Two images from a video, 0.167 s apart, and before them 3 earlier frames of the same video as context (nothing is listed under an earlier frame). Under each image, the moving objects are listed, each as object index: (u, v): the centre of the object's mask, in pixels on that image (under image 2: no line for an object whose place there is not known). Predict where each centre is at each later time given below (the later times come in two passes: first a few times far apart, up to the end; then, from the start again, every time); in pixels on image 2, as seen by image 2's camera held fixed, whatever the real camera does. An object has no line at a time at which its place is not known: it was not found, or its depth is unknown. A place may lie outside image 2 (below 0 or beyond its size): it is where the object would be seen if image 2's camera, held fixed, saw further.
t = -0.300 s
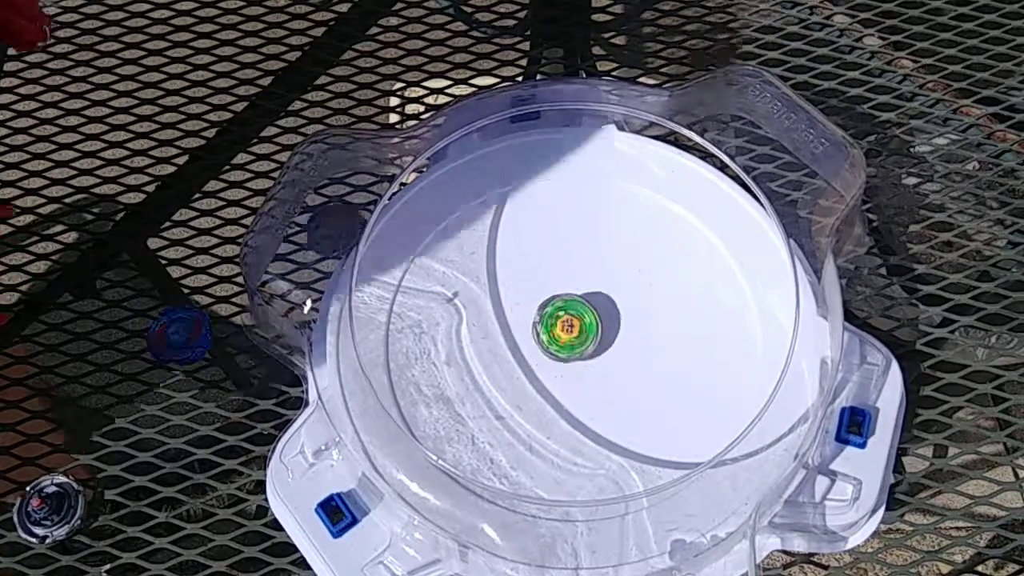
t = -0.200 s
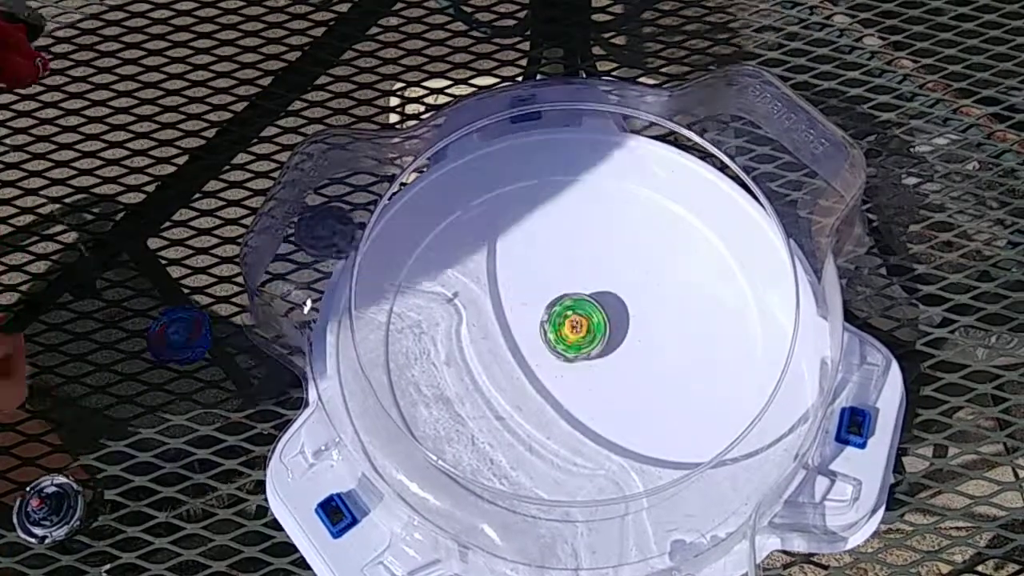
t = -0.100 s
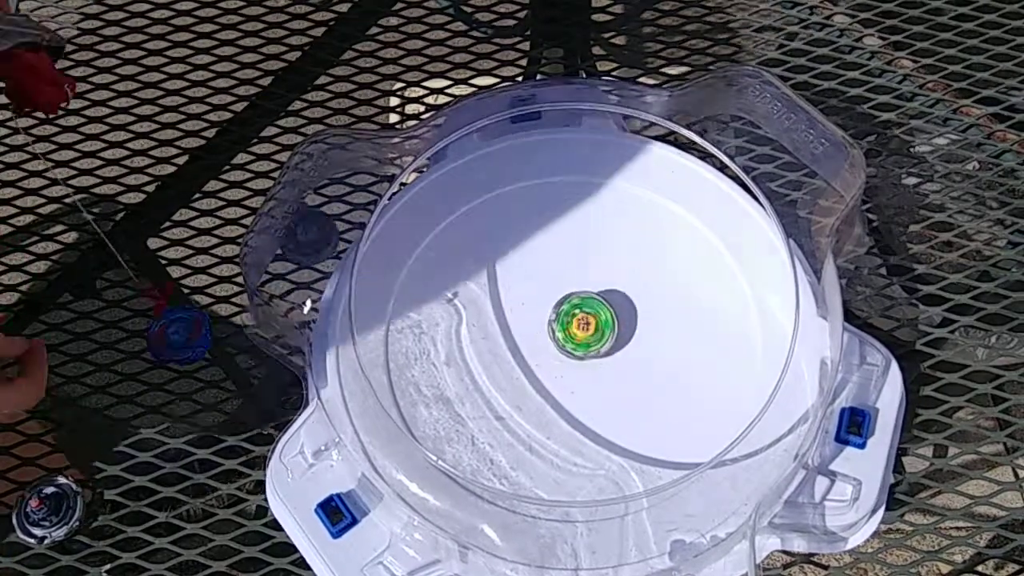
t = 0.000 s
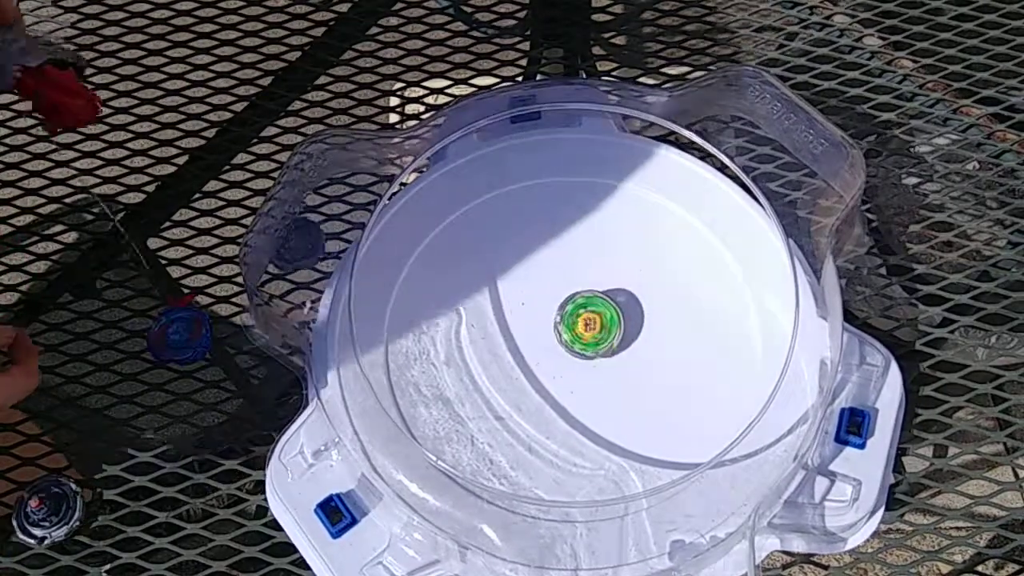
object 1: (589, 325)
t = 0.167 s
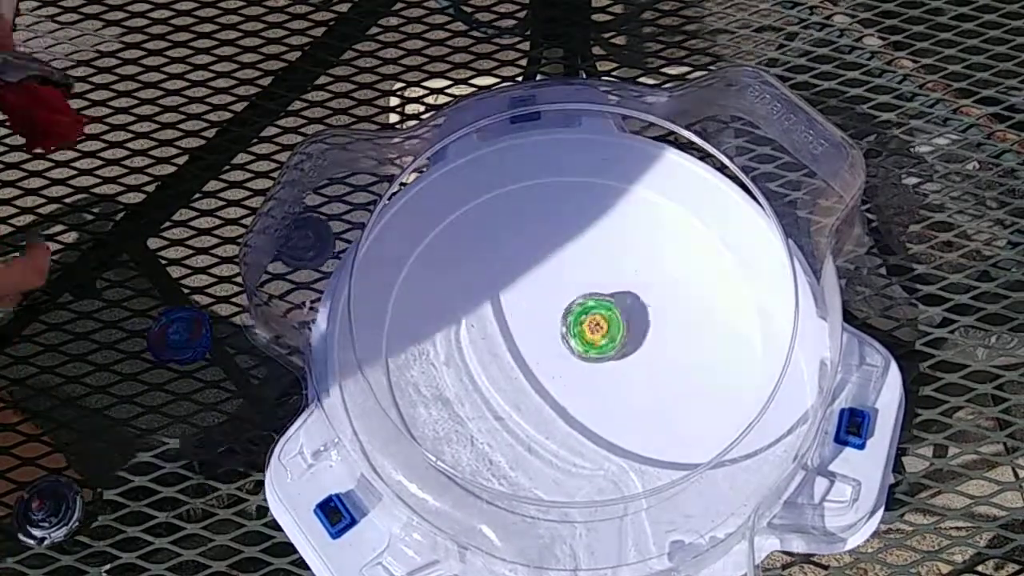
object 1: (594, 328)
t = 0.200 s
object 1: (596, 329)
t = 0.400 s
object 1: (599, 340)
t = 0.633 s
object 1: (591, 355)
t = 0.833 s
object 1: (589, 361)
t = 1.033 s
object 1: (586, 366)
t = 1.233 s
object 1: (580, 369)
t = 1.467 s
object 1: (582, 377)
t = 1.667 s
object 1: (585, 396)
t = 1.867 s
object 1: (575, 402)
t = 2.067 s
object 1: (569, 406)
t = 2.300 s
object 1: (558, 401)
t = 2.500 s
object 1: (547, 389)
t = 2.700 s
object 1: (510, 359)
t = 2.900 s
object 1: (491, 338)
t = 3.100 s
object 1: (489, 325)
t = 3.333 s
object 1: (493, 319)
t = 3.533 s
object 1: (498, 313)
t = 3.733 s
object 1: (500, 305)
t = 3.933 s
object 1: (505, 298)
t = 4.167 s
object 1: (507, 293)
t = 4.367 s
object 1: (518, 299)
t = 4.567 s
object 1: (538, 311)
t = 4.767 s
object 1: (550, 323)
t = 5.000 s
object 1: (558, 339)
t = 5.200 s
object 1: (565, 353)
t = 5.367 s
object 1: (573, 364)
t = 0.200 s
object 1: (596, 329)
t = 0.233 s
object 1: (596, 332)
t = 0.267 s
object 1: (600, 333)
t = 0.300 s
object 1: (600, 335)
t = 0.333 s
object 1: (600, 337)
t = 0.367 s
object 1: (599, 338)
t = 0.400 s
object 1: (599, 340)
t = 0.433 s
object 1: (598, 342)
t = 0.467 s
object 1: (597, 344)
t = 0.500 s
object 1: (595, 347)
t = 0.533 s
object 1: (593, 348)
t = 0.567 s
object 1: (593, 350)
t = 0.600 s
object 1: (592, 352)
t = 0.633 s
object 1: (591, 355)
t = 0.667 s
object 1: (590, 357)
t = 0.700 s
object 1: (588, 357)
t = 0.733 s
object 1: (588, 358)
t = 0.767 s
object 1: (587, 358)
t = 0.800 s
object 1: (588, 359)
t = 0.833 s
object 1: (589, 361)
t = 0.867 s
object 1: (589, 362)
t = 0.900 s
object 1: (589, 363)
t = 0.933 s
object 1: (589, 364)
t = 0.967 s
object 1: (588, 364)
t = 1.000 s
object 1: (587, 365)
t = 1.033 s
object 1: (586, 366)
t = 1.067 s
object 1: (587, 366)
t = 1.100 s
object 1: (586, 366)
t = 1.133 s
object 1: (584, 367)
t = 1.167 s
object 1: (582, 367)
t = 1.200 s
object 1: (581, 367)
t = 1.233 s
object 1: (580, 369)
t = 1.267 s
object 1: (579, 370)
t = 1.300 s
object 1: (579, 370)
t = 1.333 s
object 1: (580, 371)
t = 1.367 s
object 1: (578, 372)
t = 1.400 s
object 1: (578, 373)
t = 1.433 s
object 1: (579, 375)
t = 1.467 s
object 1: (582, 377)
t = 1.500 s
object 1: (585, 380)
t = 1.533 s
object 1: (586, 383)
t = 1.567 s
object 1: (587, 387)
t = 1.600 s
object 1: (587, 391)
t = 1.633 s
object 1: (587, 394)
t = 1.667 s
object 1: (585, 396)
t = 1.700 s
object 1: (583, 398)
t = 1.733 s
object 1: (581, 400)
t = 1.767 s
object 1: (580, 401)
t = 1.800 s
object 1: (578, 402)
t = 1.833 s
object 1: (577, 403)
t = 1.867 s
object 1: (575, 402)
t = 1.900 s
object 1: (574, 404)
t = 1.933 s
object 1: (572, 404)
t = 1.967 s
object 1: (571, 405)
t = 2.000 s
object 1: (571, 405)
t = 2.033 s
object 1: (569, 406)
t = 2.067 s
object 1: (569, 406)
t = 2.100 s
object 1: (567, 407)
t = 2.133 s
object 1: (566, 407)
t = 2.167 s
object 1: (564, 407)
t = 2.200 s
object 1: (563, 406)
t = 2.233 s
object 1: (561, 404)
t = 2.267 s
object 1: (559, 403)
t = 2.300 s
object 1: (558, 401)
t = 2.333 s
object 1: (556, 399)
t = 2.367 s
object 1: (554, 397)
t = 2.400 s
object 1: (553, 396)
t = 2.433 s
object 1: (552, 394)
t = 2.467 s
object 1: (549, 391)
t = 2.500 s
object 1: (547, 389)
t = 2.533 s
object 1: (544, 386)
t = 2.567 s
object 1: (538, 383)
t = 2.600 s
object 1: (531, 377)
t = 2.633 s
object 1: (525, 370)
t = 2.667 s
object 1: (516, 364)
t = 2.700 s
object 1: (510, 359)
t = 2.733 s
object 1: (504, 353)
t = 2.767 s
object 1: (498, 350)
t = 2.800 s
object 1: (495, 346)
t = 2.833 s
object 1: (492, 342)
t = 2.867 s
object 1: (491, 340)
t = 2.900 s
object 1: (491, 338)
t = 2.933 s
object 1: (489, 335)
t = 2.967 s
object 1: (489, 333)
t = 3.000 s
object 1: (489, 331)
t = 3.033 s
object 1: (487, 329)
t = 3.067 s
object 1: (489, 326)
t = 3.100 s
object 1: (489, 325)
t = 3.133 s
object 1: (489, 324)
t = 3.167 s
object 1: (489, 322)
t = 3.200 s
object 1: (490, 321)
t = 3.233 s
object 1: (490, 320)
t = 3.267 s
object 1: (491, 319)
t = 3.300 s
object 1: (492, 319)
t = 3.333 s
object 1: (493, 319)
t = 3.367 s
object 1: (494, 317)
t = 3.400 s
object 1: (495, 317)
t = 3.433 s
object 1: (495, 316)
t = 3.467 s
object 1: (495, 316)
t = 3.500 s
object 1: (497, 315)
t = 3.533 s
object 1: (498, 313)
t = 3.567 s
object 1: (498, 312)
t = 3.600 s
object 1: (499, 311)
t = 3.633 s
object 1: (499, 310)
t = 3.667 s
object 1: (500, 308)
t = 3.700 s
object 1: (499, 307)
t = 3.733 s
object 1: (500, 305)
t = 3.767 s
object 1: (501, 304)
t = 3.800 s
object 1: (501, 303)
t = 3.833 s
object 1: (501, 301)
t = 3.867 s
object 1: (503, 300)
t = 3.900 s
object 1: (504, 299)
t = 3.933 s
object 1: (505, 298)
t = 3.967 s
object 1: (506, 297)
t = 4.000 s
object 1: (506, 296)
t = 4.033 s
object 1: (506, 295)
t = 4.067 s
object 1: (506, 295)
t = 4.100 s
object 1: (506, 294)
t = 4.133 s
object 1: (506, 293)
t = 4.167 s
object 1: (507, 293)
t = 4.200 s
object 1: (507, 293)
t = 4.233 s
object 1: (509, 292)
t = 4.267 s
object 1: (509, 293)
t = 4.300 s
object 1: (511, 295)
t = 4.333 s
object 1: (514, 297)
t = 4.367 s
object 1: (518, 299)
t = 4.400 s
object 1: (520, 301)
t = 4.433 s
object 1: (524, 303)
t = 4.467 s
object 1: (528, 305)
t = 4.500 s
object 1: (532, 307)
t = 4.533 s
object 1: (535, 309)
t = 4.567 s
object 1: (538, 311)
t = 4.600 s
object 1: (539, 312)
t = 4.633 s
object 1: (543, 313)
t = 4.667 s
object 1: (545, 316)
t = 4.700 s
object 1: (548, 318)
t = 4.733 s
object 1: (549, 321)
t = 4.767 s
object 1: (550, 323)
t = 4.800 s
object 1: (551, 326)
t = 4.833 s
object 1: (553, 328)
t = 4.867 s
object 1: (554, 330)
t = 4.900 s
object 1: (556, 333)
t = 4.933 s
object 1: (557, 335)
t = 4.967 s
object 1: (557, 337)
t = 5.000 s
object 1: (558, 339)
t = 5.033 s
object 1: (558, 342)
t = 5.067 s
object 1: (561, 344)
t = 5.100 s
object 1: (562, 347)
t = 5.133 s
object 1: (563, 349)
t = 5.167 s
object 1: (564, 352)
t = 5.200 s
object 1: (565, 353)
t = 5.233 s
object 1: (567, 356)
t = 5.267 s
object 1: (568, 358)
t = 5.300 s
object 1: (570, 360)
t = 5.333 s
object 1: (571, 362)
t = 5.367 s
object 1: (573, 364)
